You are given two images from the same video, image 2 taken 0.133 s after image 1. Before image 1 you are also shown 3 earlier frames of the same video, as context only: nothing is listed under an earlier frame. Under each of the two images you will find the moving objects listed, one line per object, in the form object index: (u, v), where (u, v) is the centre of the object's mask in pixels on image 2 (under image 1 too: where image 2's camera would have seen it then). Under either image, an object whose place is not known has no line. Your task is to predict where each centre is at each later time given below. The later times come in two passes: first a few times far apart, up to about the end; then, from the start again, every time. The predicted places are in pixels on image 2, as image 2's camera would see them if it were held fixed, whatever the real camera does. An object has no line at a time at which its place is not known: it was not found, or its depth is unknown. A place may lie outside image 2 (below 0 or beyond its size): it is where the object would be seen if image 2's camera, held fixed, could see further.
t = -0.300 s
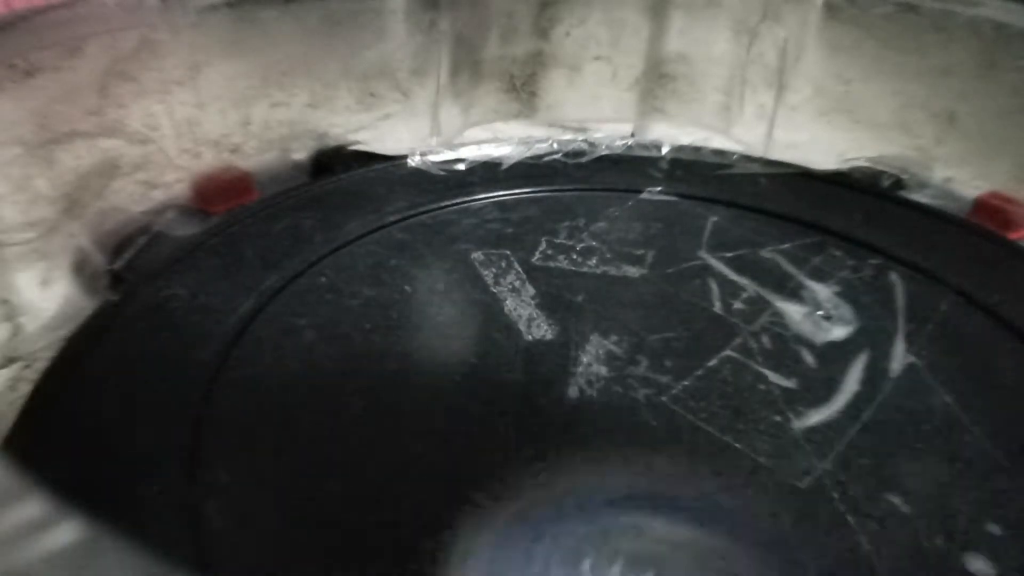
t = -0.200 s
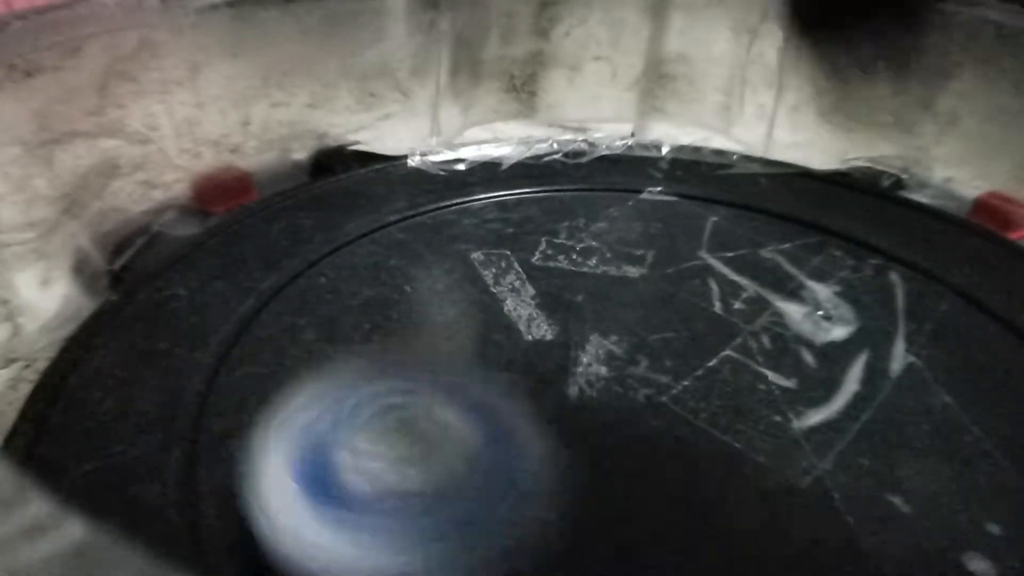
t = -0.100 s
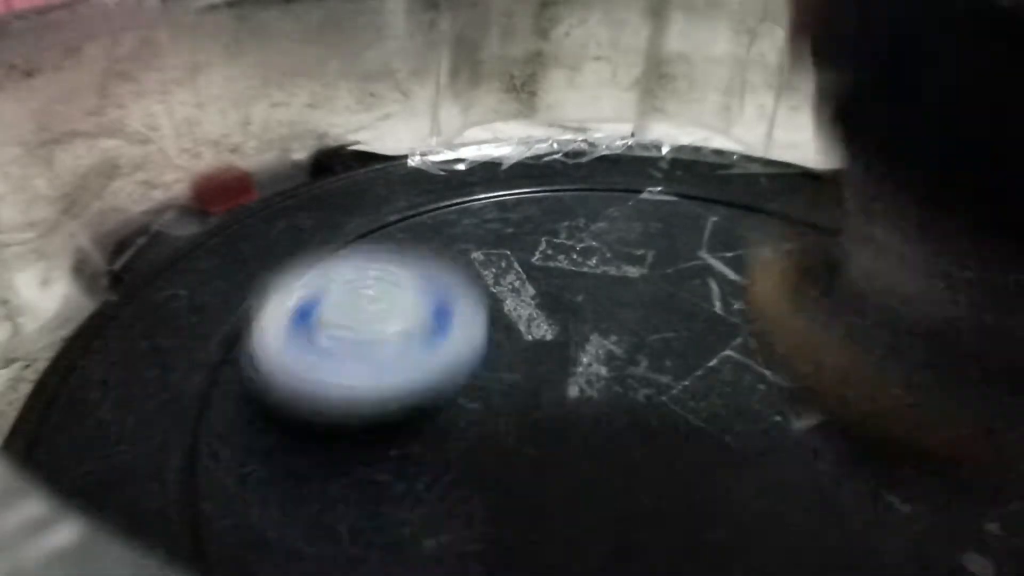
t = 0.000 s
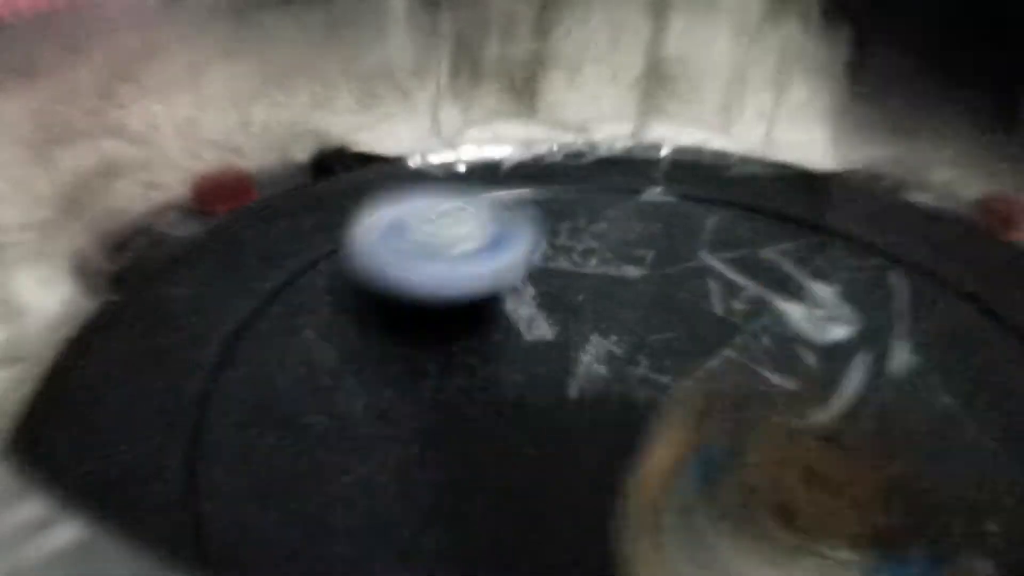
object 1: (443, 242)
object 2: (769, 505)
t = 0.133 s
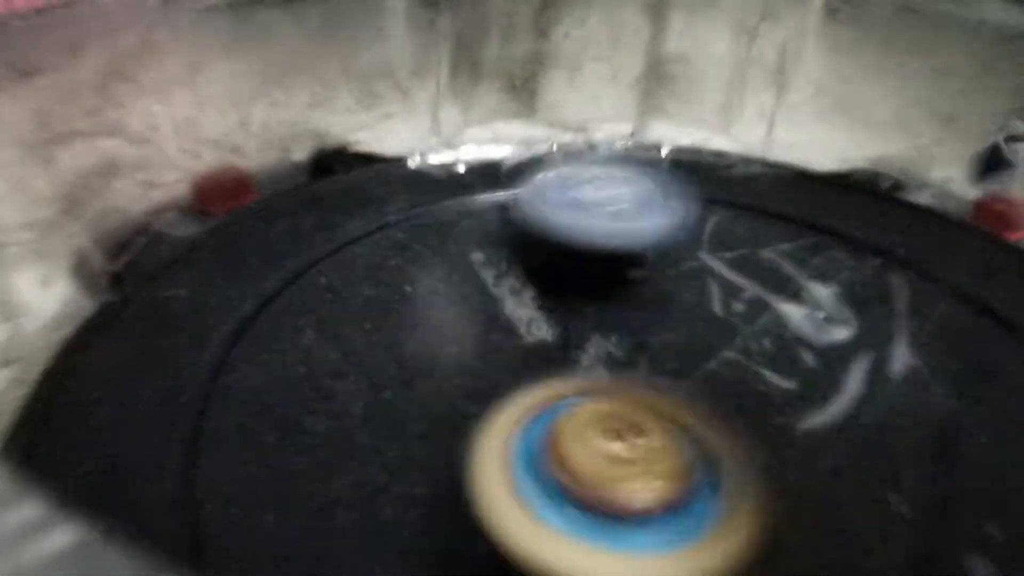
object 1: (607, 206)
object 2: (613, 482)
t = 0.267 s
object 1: (802, 236)
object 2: (523, 427)
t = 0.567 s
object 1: (825, 509)
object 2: (574, 303)
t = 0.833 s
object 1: (411, 333)
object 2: (722, 308)
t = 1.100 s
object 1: (705, 237)
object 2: (798, 376)
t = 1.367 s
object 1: (930, 425)
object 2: (678, 470)
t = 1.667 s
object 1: (770, 478)
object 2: (278, 206)
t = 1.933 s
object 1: (795, 301)
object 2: (668, 165)
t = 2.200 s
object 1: (966, 502)
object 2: (912, 188)
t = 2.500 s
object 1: (363, 460)
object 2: (845, 370)
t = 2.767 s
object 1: (320, 231)
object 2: (661, 300)
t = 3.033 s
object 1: (565, 184)
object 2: (682, 294)
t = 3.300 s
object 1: (784, 236)
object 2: (755, 445)
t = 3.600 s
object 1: (771, 462)
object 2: (494, 321)
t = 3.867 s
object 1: (475, 407)
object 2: (662, 254)
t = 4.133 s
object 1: (556, 284)
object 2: (763, 445)
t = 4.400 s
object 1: (791, 346)
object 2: (525, 453)
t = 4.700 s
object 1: (851, 486)
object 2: (441, 374)
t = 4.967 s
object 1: (766, 417)
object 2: (404, 273)
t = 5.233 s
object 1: (874, 394)
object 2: (570, 264)
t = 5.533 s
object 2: (645, 314)
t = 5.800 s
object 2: (555, 304)
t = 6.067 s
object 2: (484, 183)
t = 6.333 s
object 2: (683, 278)
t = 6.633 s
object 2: (601, 232)
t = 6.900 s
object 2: (556, 179)
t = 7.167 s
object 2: (589, 163)
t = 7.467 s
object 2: (608, 241)
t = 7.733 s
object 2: (595, 309)
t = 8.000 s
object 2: (602, 395)
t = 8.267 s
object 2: (745, 462)
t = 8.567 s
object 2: (839, 487)
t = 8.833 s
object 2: (871, 456)
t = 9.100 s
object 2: (844, 409)
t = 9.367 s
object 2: (791, 366)
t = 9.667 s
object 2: (720, 390)
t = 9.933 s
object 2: (705, 515)
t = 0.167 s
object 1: (651, 206)
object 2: (590, 464)
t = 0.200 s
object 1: (702, 213)
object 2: (565, 460)
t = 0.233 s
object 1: (750, 221)
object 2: (543, 443)
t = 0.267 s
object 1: (802, 236)
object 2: (523, 427)
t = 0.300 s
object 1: (842, 257)
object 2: (511, 409)
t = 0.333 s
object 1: (876, 282)
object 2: (505, 388)
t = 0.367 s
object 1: (908, 316)
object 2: (506, 370)
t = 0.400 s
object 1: (924, 347)
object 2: (512, 354)
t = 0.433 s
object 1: (932, 390)
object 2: (521, 340)
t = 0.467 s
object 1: (934, 438)
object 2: (532, 330)
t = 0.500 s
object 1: (912, 472)
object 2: (543, 320)
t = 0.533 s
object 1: (879, 494)
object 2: (558, 310)
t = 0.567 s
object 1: (825, 509)
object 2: (574, 303)
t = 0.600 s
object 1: (742, 513)
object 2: (591, 299)
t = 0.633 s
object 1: (651, 508)
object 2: (610, 297)
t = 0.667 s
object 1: (567, 499)
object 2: (629, 296)
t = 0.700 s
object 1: (504, 485)
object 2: (648, 296)
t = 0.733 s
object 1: (456, 460)
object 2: (669, 298)
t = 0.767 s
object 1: (424, 414)
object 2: (686, 301)
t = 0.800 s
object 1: (409, 370)
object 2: (704, 304)
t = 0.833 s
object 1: (411, 333)
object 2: (722, 308)
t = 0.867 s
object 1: (430, 299)
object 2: (741, 315)
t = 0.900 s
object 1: (456, 272)
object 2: (753, 321)
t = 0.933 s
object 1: (486, 255)
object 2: (766, 329)
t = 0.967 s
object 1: (528, 239)
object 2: (777, 337)
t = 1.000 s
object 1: (571, 233)
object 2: (786, 347)
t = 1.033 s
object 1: (614, 229)
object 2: (792, 357)
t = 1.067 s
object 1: (659, 230)
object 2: (796, 365)
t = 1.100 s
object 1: (705, 237)
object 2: (798, 376)
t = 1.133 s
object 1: (751, 248)
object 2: (797, 385)
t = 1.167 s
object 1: (799, 266)
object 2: (794, 395)
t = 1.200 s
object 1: (837, 280)
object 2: (790, 412)
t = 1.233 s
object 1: (867, 299)
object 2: (783, 427)
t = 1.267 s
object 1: (898, 328)
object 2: (773, 442)
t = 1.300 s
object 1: (916, 358)
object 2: (751, 455)
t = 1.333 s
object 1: (925, 388)
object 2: (718, 466)
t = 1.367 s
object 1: (930, 425)
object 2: (678, 470)
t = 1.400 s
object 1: (920, 459)
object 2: (642, 468)
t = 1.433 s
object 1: (894, 481)
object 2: (611, 461)
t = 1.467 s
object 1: (886, 489)
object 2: (540, 445)
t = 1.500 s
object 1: (891, 492)
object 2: (436, 410)
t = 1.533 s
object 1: (882, 495)
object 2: (360, 371)
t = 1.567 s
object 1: (868, 500)
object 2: (304, 326)
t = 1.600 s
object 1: (841, 500)
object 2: (274, 280)
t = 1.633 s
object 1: (803, 492)
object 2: (266, 236)
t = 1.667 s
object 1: (770, 478)
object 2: (278, 206)
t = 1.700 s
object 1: (741, 450)
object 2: (296, 181)
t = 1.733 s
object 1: (722, 416)
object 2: (326, 162)
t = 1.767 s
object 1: (710, 386)
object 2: (370, 152)
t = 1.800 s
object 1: (708, 361)
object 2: (417, 146)
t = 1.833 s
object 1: (722, 338)
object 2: (475, 142)
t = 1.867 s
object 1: (741, 321)
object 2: (541, 146)
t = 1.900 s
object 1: (766, 310)
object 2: (606, 156)
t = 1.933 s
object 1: (795, 301)
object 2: (668, 165)
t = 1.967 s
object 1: (828, 296)
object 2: (733, 179)
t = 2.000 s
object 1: (898, 322)
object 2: (778, 175)
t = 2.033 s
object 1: (940, 352)
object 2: (807, 159)
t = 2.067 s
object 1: (962, 377)
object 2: (834, 151)
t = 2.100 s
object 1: (984, 407)
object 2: (861, 152)
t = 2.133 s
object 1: (991, 441)
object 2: (878, 158)
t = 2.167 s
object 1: (984, 482)
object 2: (896, 172)
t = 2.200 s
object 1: (966, 502)
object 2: (912, 188)
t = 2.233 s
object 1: (943, 515)
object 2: (920, 211)
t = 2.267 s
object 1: (907, 521)
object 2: (924, 241)
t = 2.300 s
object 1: (860, 526)
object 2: (923, 274)
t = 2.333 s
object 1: (779, 522)
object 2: (917, 310)
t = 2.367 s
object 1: (716, 512)
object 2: (900, 348)
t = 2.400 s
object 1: (659, 500)
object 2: (870, 384)
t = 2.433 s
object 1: (592, 488)
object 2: (837, 407)
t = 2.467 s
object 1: (475, 476)
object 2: (841, 390)
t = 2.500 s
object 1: (363, 460)
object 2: (845, 370)
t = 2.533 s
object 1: (274, 432)
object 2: (838, 353)
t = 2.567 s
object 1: (213, 392)
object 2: (819, 340)
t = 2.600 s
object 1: (204, 357)
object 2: (792, 331)
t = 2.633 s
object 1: (221, 328)
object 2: (756, 323)
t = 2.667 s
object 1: (246, 301)
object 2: (721, 313)
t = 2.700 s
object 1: (274, 275)
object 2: (694, 308)
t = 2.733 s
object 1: (296, 251)
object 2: (675, 303)
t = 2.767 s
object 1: (320, 231)
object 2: (661, 300)
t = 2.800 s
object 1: (344, 215)
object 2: (650, 298)
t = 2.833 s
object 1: (366, 204)
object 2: (646, 296)
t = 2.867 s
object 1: (396, 192)
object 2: (646, 297)
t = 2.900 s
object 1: (431, 187)
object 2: (652, 298)
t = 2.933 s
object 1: (464, 181)
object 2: (658, 298)
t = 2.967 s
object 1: (499, 179)
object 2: (664, 296)
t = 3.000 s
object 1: (534, 181)
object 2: (673, 294)
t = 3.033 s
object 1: (565, 184)
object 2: (682, 294)
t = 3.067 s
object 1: (598, 188)
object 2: (695, 296)
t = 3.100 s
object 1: (630, 194)
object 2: (705, 299)
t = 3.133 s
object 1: (653, 194)
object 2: (733, 320)
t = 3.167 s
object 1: (675, 191)
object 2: (762, 352)
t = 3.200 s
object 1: (702, 197)
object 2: (780, 384)
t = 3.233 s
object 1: (728, 203)
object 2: (785, 412)
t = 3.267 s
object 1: (756, 219)
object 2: (779, 430)
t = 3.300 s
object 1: (784, 236)
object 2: (755, 445)
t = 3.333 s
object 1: (809, 260)
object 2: (723, 450)
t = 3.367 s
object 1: (836, 282)
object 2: (679, 447)
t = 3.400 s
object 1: (845, 306)
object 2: (633, 439)
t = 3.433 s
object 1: (852, 332)
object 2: (594, 425)
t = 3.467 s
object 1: (849, 363)
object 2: (559, 407)
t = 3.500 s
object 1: (843, 389)
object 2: (532, 387)
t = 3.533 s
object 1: (826, 421)
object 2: (511, 365)
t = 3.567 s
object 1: (800, 444)
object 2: (500, 343)
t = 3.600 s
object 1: (771, 462)
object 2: (494, 321)
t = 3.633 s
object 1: (738, 469)
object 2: (498, 300)
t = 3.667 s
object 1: (700, 474)
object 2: (508, 284)
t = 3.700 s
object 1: (665, 474)
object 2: (529, 269)
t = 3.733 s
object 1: (623, 469)
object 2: (552, 258)
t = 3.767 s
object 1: (582, 462)
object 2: (581, 250)
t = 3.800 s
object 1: (541, 451)
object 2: (607, 246)
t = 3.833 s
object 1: (503, 429)
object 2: (635, 247)
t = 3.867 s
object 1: (475, 407)
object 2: (662, 254)
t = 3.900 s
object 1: (455, 384)
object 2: (686, 266)
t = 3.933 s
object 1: (445, 358)
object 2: (708, 283)
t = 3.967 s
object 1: (444, 337)
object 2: (729, 302)
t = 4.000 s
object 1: (457, 315)
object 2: (747, 322)
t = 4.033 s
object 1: (476, 300)
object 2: (759, 347)
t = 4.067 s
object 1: (500, 291)
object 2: (767, 380)
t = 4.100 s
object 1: (525, 284)
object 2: (767, 414)
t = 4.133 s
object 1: (556, 284)
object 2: (763, 445)
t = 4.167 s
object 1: (585, 287)
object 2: (750, 469)
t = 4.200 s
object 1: (616, 294)
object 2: (726, 479)
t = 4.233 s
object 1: (645, 303)
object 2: (694, 483)
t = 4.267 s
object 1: (674, 314)
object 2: (654, 480)
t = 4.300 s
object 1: (702, 325)
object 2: (624, 471)
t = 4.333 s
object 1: (732, 341)
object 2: (603, 454)
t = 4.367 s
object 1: (759, 345)
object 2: (566, 453)
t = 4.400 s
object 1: (791, 346)
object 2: (525, 453)
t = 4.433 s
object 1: (818, 355)
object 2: (495, 445)
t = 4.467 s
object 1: (843, 366)
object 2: (475, 434)
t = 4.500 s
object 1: (869, 382)
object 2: (462, 424)
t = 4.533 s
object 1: (891, 402)
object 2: (452, 414)
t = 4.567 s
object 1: (902, 423)
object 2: (445, 405)
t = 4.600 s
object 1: (903, 443)
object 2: (441, 396)
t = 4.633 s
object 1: (894, 469)
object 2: (439, 389)
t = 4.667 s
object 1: (878, 480)
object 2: (439, 382)
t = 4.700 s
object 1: (851, 486)
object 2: (441, 374)
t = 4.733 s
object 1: (808, 489)
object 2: (445, 368)
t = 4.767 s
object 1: (762, 486)
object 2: (450, 362)
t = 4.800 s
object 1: (720, 476)
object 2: (456, 357)
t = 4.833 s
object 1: (699, 467)
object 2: (457, 348)
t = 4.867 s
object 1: (724, 454)
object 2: (425, 324)
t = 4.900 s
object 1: (740, 445)
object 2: (402, 302)
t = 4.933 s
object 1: (753, 430)
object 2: (397, 286)
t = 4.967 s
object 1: (766, 417)
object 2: (404, 273)
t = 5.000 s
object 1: (783, 406)
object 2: (417, 263)
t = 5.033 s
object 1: (794, 398)
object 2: (437, 255)
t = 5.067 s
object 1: (815, 388)
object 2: (458, 251)
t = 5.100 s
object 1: (833, 385)
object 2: (480, 250)
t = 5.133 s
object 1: (847, 385)
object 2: (504, 250)
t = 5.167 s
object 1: (860, 388)
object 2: (528, 253)
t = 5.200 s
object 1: (871, 391)
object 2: (549, 258)
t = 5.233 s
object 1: (874, 394)
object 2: (570, 264)
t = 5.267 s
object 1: (873, 397)
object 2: (588, 272)
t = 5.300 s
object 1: (863, 402)
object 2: (607, 280)
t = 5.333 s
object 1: (853, 401)
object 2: (624, 289)
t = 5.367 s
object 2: (634, 297)
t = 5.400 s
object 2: (626, 297)
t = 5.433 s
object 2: (623, 299)
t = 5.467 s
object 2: (630, 303)
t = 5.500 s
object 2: (638, 308)
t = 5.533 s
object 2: (645, 314)
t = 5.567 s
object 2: (649, 322)
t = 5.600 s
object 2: (653, 331)
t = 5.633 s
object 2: (656, 338)
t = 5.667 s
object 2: (659, 345)
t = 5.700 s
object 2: (649, 344)
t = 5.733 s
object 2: (637, 342)
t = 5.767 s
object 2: (619, 338)
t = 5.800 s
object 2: (555, 304)
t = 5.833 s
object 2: (497, 271)
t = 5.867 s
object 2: (461, 243)
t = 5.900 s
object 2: (439, 219)
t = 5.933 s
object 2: (429, 203)
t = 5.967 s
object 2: (429, 192)
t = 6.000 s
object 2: (439, 185)
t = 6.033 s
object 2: (459, 183)
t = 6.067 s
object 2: (484, 183)
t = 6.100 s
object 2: (511, 186)
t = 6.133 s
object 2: (538, 192)
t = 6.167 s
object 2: (565, 200)
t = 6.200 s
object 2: (592, 210)
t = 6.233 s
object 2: (620, 222)
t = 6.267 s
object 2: (644, 238)
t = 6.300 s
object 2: (667, 257)
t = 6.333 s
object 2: (683, 278)
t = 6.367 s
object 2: (677, 283)
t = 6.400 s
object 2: (646, 263)
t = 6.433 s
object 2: (623, 247)
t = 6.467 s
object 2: (603, 235)
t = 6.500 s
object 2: (590, 228)
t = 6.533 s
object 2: (585, 226)
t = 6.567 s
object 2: (586, 226)
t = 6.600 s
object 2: (591, 229)
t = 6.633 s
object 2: (601, 232)
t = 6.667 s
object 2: (610, 236)
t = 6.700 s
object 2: (619, 243)
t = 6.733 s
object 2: (628, 252)
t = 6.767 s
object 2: (631, 261)
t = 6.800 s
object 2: (632, 269)
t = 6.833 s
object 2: (606, 240)
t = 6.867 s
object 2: (574, 205)
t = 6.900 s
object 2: (556, 179)
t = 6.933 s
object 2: (543, 158)
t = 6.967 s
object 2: (540, 142)
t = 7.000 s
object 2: (544, 139)
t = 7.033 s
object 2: (550, 138)
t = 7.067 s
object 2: (556, 138)
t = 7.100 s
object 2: (565, 142)
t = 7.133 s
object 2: (576, 152)
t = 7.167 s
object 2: (589, 163)
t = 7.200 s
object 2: (601, 174)
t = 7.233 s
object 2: (611, 186)
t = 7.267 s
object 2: (616, 194)
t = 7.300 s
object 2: (619, 203)
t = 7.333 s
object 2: (618, 211)
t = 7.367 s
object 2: (616, 218)
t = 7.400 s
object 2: (614, 225)
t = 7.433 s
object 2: (612, 234)
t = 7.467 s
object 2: (608, 241)
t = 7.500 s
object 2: (607, 250)
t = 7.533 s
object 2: (603, 259)
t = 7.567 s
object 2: (600, 267)
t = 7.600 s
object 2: (598, 276)
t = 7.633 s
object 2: (595, 285)
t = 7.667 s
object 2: (592, 294)
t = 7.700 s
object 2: (590, 304)
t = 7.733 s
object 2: (595, 309)
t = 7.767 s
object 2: (611, 311)
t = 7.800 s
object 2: (619, 320)
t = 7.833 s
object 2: (621, 328)
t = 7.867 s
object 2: (620, 339)
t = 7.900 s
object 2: (616, 353)
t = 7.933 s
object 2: (613, 367)
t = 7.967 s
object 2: (608, 381)
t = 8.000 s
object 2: (602, 395)
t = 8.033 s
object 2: (595, 405)
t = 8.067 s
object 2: (590, 412)
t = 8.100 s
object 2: (625, 425)
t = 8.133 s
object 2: (664, 434)
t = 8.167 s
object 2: (695, 440)
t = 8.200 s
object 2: (717, 448)
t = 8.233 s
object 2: (733, 455)
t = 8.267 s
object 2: (745, 462)
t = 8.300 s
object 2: (756, 469)
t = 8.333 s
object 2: (768, 476)
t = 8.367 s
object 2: (783, 482)
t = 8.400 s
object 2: (795, 487)
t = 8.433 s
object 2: (808, 487)
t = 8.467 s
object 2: (818, 488)
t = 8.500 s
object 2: (824, 488)
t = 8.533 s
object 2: (832, 488)
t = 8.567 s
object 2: (839, 487)
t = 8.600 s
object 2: (847, 486)
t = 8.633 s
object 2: (853, 483)
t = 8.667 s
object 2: (859, 480)
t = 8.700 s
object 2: (864, 478)
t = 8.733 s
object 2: (866, 472)
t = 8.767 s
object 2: (869, 468)
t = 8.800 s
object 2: (870, 462)
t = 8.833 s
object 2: (871, 456)
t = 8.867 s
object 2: (869, 450)
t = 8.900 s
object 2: (867, 443)
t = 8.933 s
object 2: (864, 435)
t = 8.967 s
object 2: (861, 430)
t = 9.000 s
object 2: (858, 427)
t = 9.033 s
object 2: (854, 421)
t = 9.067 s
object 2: (849, 415)
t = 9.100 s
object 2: (844, 409)
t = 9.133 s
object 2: (838, 402)
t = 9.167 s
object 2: (833, 394)
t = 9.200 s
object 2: (825, 387)
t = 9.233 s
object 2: (818, 380)
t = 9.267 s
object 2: (809, 375)
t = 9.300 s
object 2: (800, 369)
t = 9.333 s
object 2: (790, 363)
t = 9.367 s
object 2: (791, 366)
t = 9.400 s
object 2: (800, 385)
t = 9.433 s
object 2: (800, 396)
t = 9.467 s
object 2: (792, 400)
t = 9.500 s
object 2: (781, 400)
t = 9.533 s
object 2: (770, 400)
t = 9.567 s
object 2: (757, 398)
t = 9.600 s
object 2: (745, 395)
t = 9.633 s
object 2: (732, 394)
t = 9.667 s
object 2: (720, 390)
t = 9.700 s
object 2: (706, 387)
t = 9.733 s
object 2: (694, 383)
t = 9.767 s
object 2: (687, 393)
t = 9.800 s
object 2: (711, 441)
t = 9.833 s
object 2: (726, 477)
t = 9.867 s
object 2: (729, 498)
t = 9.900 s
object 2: (724, 509)
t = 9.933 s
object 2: (705, 515)
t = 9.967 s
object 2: (683, 518)
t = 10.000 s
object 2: (663, 518)
